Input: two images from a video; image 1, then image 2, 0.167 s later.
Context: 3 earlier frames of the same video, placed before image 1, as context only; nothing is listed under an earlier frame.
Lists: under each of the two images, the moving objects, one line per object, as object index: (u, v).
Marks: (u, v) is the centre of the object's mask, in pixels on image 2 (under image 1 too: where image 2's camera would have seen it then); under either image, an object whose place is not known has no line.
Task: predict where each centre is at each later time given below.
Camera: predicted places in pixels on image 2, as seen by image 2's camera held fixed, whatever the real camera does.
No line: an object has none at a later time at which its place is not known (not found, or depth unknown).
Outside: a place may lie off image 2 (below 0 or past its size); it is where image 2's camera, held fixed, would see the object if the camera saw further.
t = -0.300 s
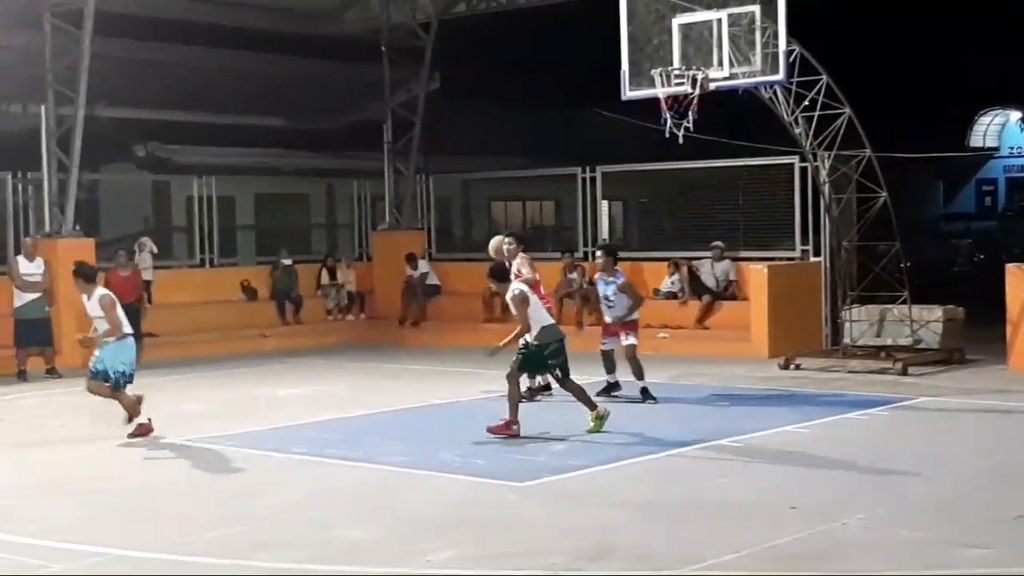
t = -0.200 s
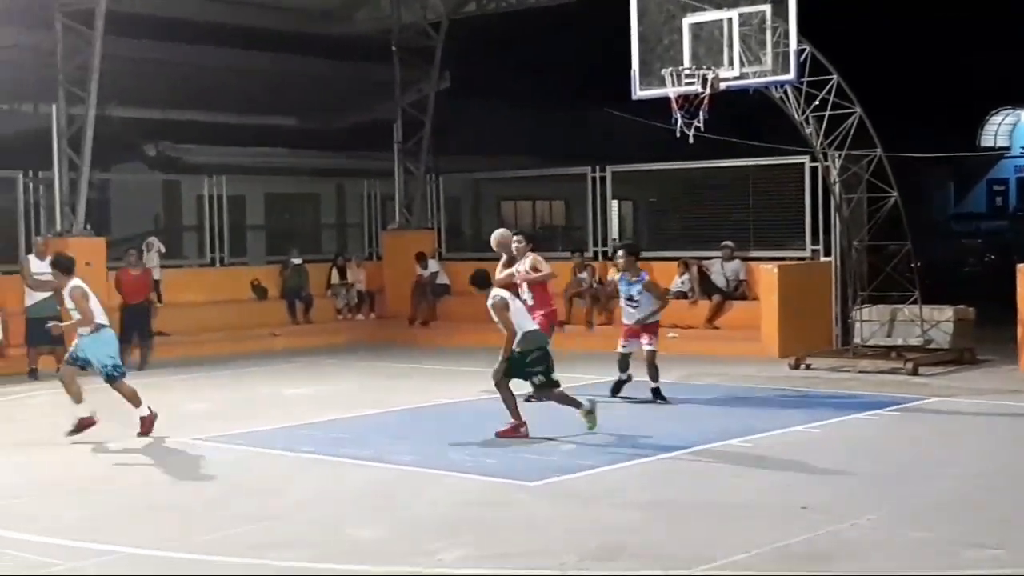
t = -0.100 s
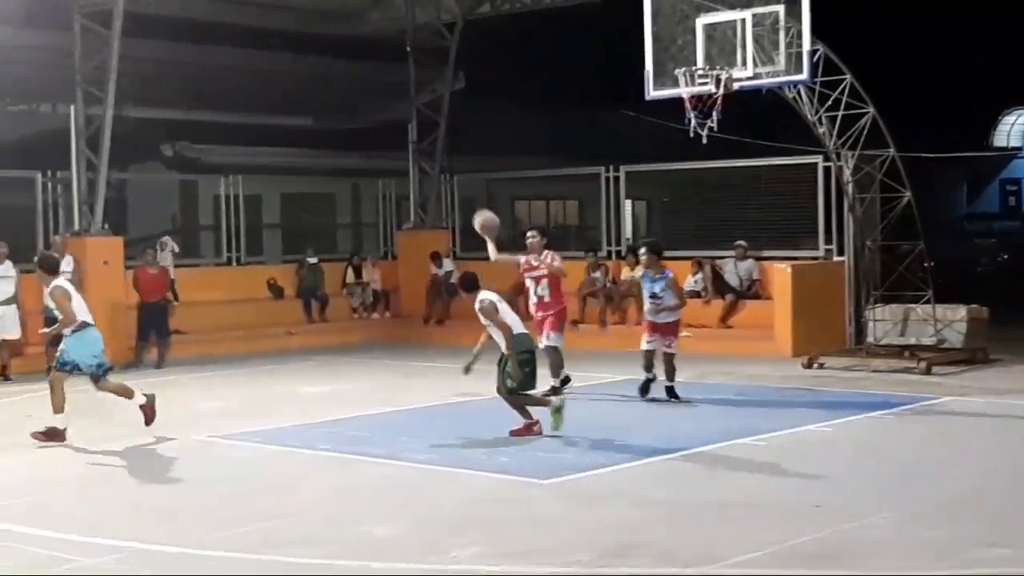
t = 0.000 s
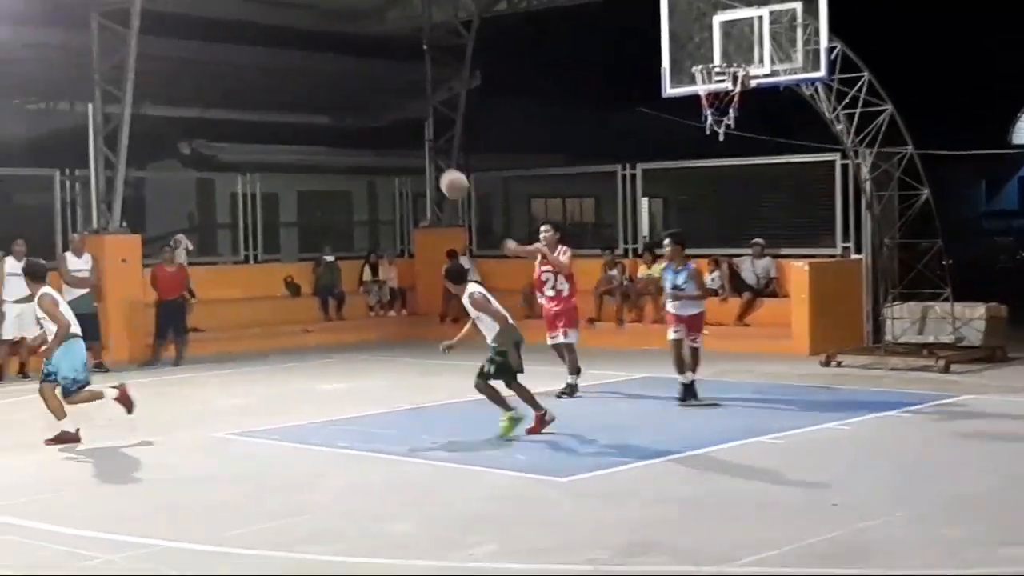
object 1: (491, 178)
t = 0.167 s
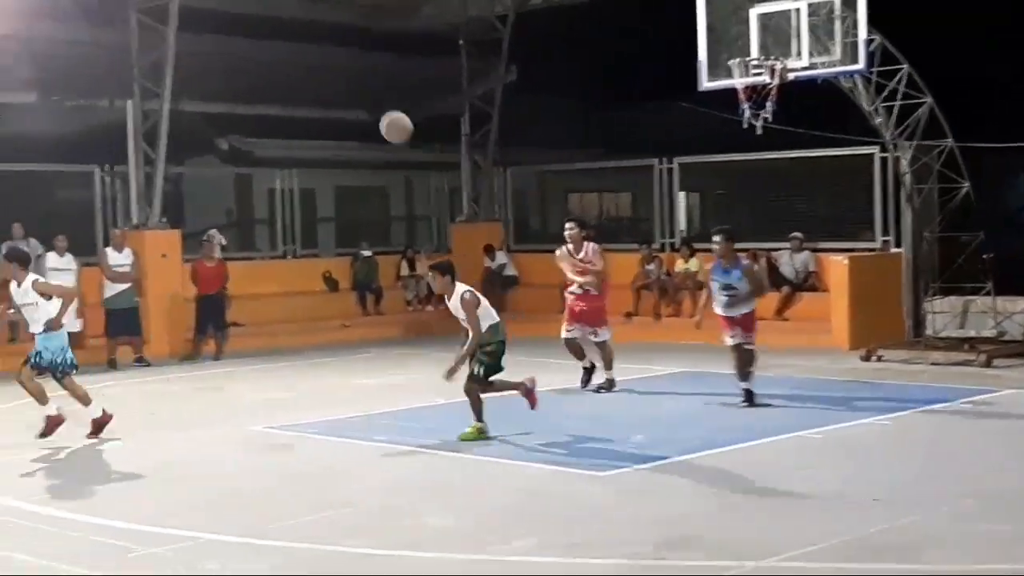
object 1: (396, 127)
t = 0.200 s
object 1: (374, 119)
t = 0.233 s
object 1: (350, 111)
